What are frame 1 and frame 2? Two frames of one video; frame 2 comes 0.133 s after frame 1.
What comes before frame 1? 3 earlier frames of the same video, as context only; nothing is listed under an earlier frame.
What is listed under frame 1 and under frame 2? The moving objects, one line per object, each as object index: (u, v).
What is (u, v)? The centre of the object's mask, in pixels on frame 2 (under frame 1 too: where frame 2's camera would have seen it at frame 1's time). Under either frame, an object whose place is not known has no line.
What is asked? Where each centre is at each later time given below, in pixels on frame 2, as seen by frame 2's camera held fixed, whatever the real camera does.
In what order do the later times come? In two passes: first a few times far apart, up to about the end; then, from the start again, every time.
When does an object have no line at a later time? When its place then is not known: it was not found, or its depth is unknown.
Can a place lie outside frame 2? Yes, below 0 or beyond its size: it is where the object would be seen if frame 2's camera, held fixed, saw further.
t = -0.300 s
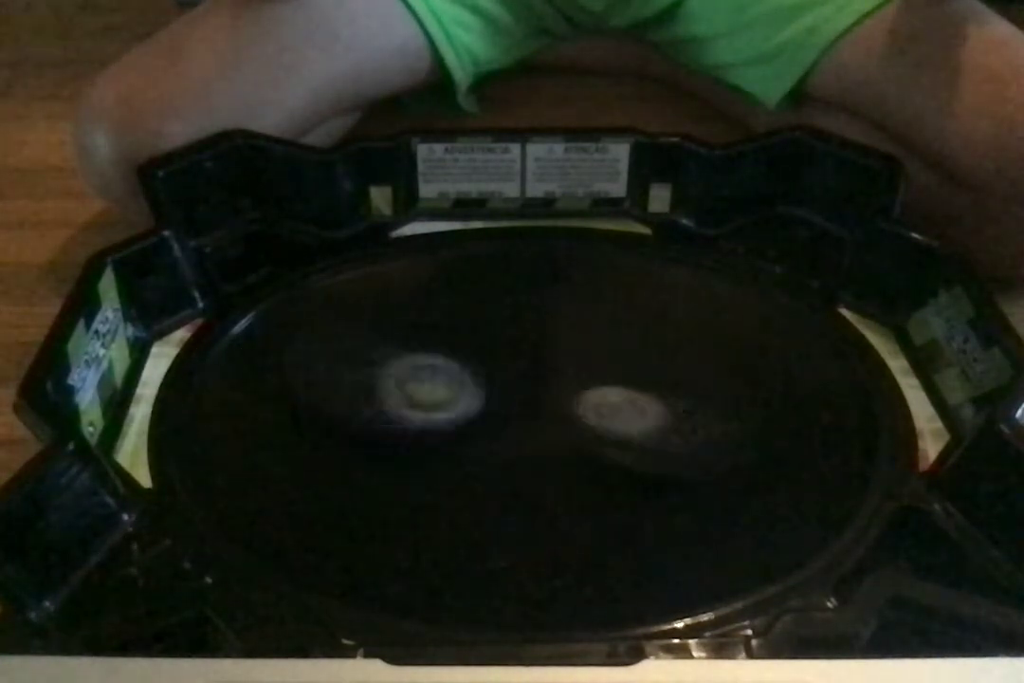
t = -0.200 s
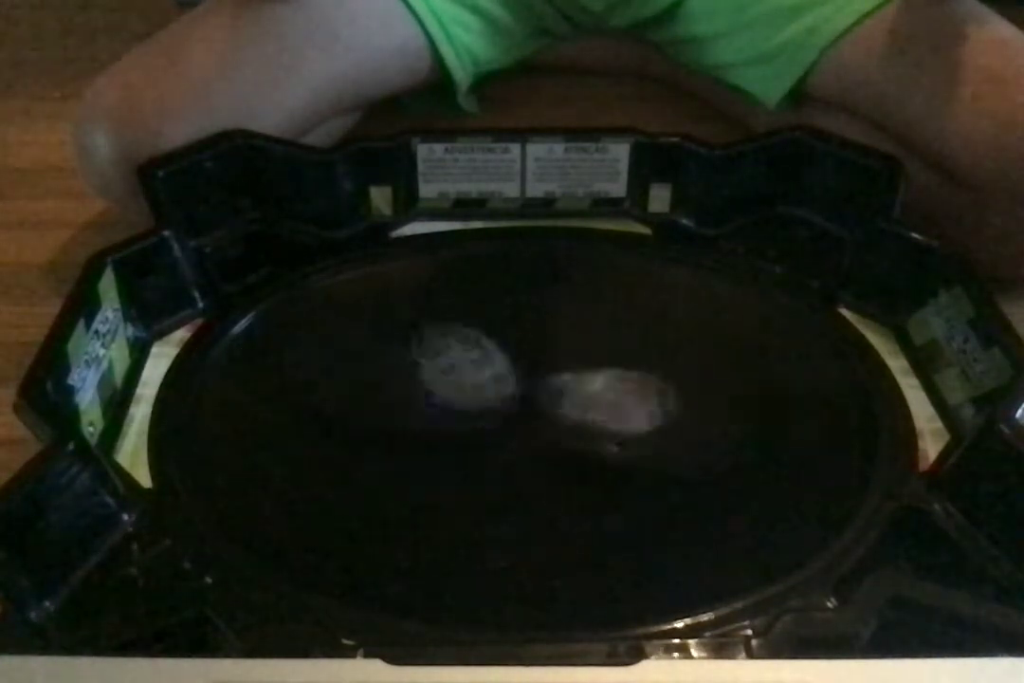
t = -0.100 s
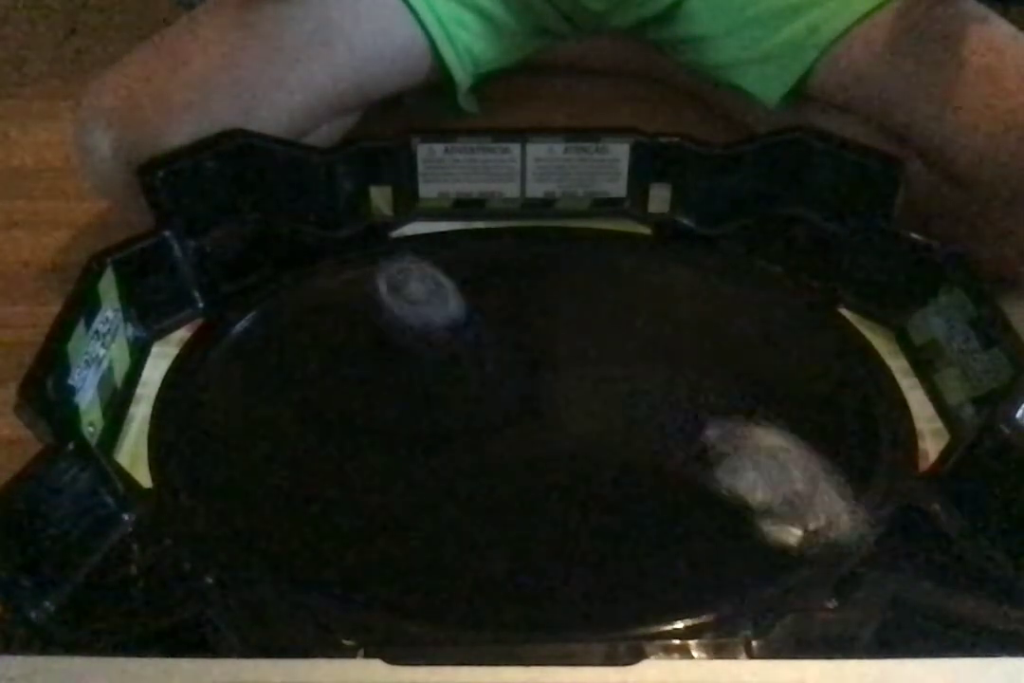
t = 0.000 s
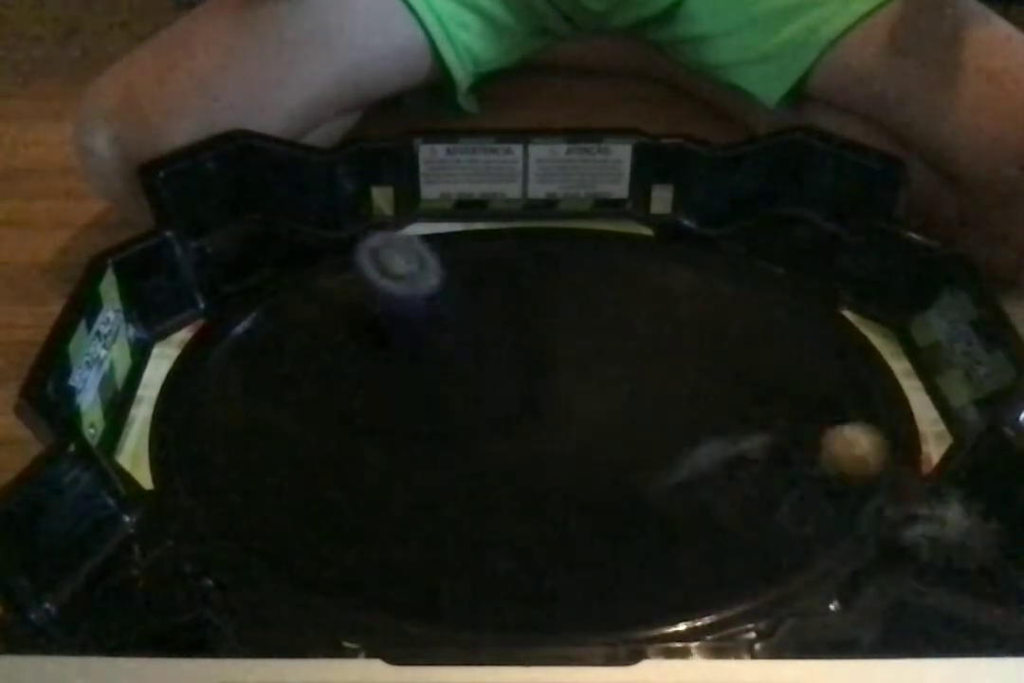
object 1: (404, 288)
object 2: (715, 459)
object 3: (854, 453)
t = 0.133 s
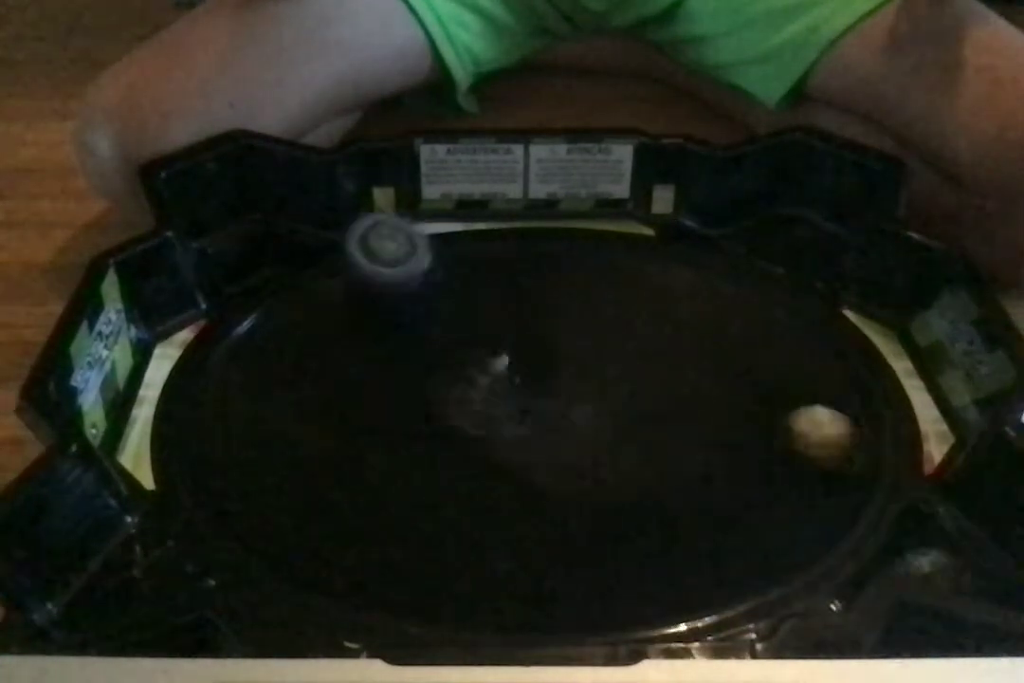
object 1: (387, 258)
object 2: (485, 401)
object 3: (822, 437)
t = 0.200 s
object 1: (388, 256)
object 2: (413, 356)
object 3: (776, 432)
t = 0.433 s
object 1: (431, 258)
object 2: (278, 453)
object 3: (581, 427)
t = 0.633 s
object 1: (500, 322)
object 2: (310, 486)
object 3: (484, 425)
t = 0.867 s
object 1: (571, 403)
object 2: (311, 485)
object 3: (479, 425)
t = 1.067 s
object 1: (604, 468)
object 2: (311, 486)
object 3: (480, 431)
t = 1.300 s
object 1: (600, 526)
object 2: (312, 487)
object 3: (479, 435)
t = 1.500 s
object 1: (545, 544)
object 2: (312, 487)
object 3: (479, 433)
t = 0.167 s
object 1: (387, 255)
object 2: (445, 381)
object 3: (801, 433)
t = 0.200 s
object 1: (388, 256)
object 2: (413, 356)
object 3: (776, 432)
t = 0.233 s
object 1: (388, 249)
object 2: (387, 325)
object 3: (748, 431)
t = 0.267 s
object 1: (391, 250)
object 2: (355, 335)
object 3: (719, 430)
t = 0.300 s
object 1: (396, 248)
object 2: (324, 367)
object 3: (688, 430)
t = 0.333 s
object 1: (402, 247)
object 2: (302, 384)
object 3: (661, 428)
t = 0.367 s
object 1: (410, 248)
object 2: (289, 404)
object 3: (635, 425)
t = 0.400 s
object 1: (421, 252)
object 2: (278, 428)
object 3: (607, 426)
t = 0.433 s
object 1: (431, 258)
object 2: (278, 453)
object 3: (581, 427)
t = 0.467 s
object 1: (444, 268)
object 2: (280, 467)
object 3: (558, 425)
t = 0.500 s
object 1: (455, 275)
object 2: (287, 477)
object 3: (535, 424)
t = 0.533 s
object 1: (464, 285)
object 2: (296, 482)
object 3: (518, 423)
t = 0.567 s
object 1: (477, 299)
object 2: (303, 487)
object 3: (503, 423)
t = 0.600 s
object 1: (487, 310)
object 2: (308, 486)
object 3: (491, 425)
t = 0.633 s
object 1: (500, 322)
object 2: (310, 486)
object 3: (484, 425)
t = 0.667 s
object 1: (509, 333)
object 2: (310, 486)
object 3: (480, 426)
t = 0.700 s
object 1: (519, 343)
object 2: (310, 486)
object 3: (480, 426)
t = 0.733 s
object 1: (531, 354)
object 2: (310, 486)
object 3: (480, 426)
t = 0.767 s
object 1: (541, 367)
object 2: (310, 486)
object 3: (479, 426)
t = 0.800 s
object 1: (550, 379)
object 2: (310, 485)
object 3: (479, 425)
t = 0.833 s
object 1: (560, 391)
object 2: (310, 486)
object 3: (479, 425)
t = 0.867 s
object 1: (571, 403)
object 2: (311, 485)
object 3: (479, 425)
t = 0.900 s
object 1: (578, 414)
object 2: (310, 486)
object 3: (479, 426)
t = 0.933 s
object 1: (585, 426)
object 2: (311, 485)
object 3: (479, 425)
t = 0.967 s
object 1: (594, 438)
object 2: (311, 485)
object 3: (479, 426)
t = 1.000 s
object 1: (599, 450)
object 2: (311, 485)
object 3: (480, 430)
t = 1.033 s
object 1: (601, 456)
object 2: (311, 485)
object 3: (480, 431)
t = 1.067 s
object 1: (604, 468)
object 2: (311, 486)
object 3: (480, 431)
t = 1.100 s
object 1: (607, 478)
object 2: (311, 485)
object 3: (480, 431)
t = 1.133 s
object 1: (608, 486)
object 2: (311, 486)
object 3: (480, 431)
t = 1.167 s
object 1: (607, 497)
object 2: (311, 486)
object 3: (480, 432)
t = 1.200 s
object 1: (607, 506)
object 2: (311, 486)
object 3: (480, 432)
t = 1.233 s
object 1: (606, 514)
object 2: (312, 486)
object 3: (480, 434)
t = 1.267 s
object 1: (603, 519)
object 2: (312, 487)
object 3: (480, 433)
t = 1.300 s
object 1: (600, 526)
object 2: (312, 487)
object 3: (479, 435)
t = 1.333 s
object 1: (596, 530)
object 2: (312, 487)
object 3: (479, 435)
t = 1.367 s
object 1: (587, 537)
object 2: (312, 487)
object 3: (479, 435)
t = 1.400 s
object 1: (579, 541)
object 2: (312, 487)
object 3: (479, 434)
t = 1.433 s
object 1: (569, 544)
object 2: (312, 487)
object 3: (479, 434)
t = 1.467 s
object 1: (560, 545)
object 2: (312, 487)
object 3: (479, 434)
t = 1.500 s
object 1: (545, 544)
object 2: (312, 487)
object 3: (479, 433)
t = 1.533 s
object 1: (532, 541)
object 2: (312, 487)
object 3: (479, 432)
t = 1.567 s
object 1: (527, 539)
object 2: (312, 487)
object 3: (479, 432)
